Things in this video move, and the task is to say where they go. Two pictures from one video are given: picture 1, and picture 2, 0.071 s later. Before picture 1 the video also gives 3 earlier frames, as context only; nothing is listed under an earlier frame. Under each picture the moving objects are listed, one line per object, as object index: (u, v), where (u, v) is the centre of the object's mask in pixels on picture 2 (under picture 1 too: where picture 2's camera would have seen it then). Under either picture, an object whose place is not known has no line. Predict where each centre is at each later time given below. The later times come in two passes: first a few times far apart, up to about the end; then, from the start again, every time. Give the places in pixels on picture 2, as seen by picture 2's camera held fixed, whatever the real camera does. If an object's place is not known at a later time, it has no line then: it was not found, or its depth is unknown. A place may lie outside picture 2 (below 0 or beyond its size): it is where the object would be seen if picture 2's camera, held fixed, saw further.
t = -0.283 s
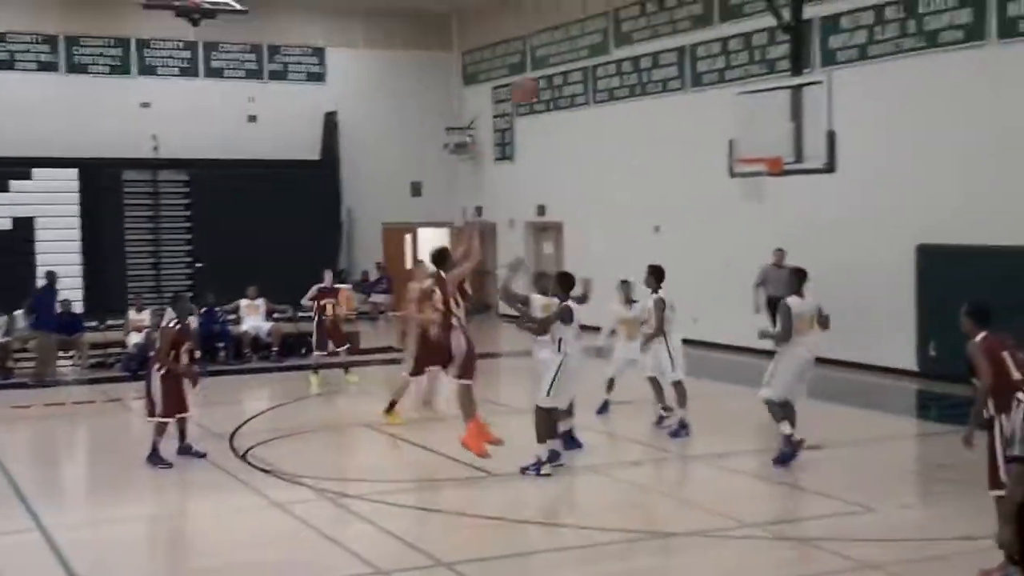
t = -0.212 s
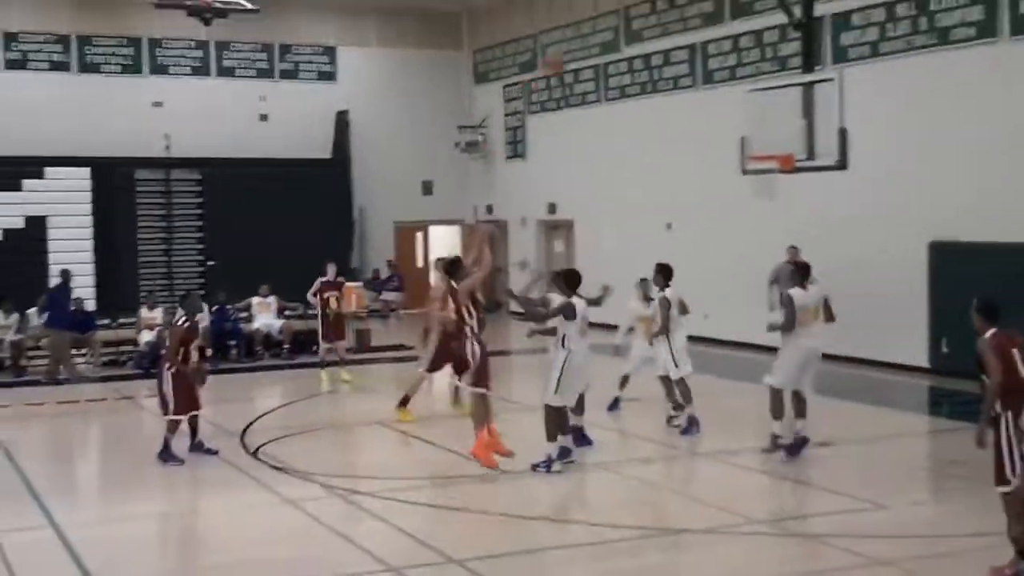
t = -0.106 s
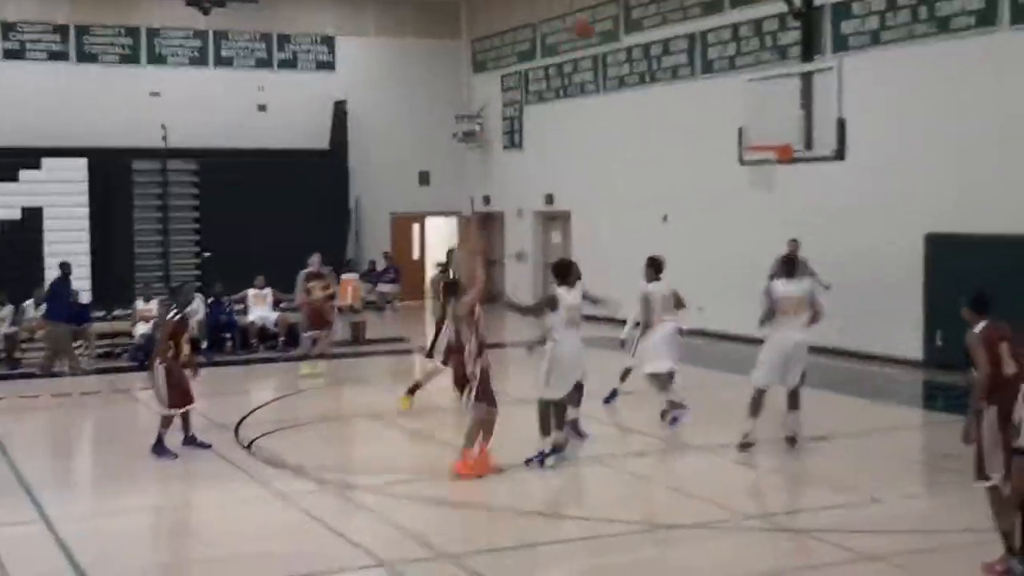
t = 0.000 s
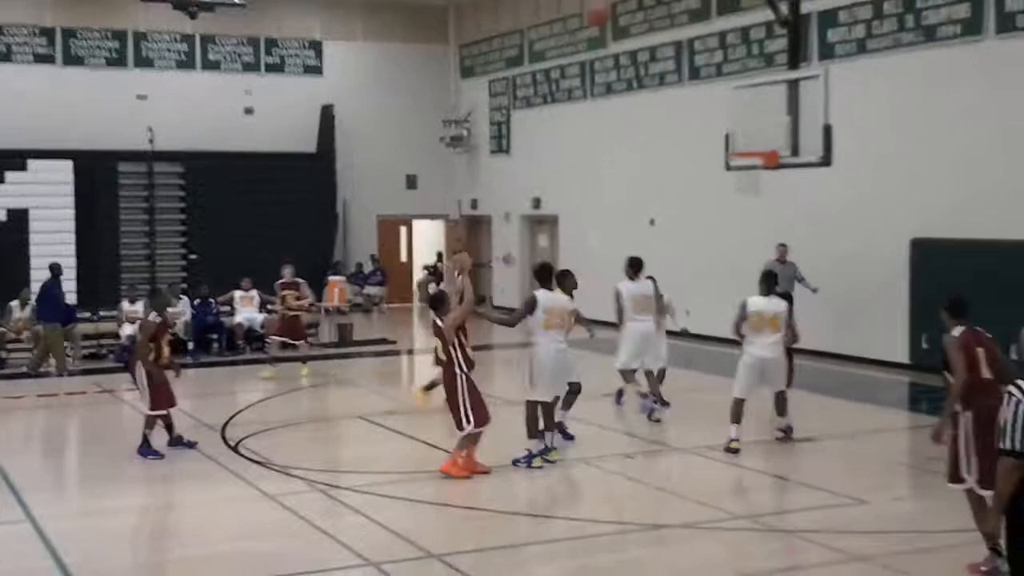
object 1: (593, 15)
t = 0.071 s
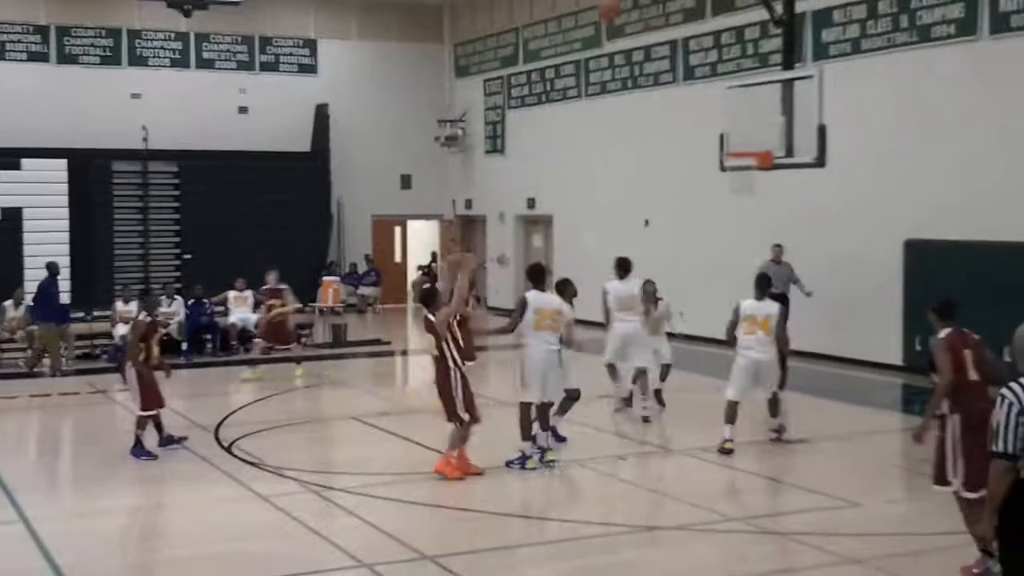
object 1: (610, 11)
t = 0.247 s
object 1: (650, 18)
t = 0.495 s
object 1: (702, 76)
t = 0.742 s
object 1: (752, 142)
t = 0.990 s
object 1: (819, 147)
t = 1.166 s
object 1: (871, 184)
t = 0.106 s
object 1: (615, 11)
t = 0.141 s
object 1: (628, 10)
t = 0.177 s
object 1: (636, 12)
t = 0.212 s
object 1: (643, 13)
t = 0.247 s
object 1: (650, 18)
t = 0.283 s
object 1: (658, 24)
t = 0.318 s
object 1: (666, 31)
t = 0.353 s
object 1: (675, 39)
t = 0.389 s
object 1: (682, 46)
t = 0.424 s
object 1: (690, 57)
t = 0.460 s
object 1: (696, 65)
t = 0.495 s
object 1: (702, 76)
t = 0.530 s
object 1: (710, 90)
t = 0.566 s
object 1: (717, 102)
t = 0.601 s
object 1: (722, 115)
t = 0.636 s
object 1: (729, 129)
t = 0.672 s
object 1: (735, 145)
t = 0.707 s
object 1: (744, 145)
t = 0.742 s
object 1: (752, 142)
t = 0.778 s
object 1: (761, 139)
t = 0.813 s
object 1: (770, 138)
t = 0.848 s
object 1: (779, 138)
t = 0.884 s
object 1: (789, 136)
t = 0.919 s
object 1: (798, 139)
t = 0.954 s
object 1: (808, 142)
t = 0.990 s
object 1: (819, 147)
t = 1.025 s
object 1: (829, 151)
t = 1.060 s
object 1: (840, 157)
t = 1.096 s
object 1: (850, 165)
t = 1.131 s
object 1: (860, 174)
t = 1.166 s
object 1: (871, 184)
